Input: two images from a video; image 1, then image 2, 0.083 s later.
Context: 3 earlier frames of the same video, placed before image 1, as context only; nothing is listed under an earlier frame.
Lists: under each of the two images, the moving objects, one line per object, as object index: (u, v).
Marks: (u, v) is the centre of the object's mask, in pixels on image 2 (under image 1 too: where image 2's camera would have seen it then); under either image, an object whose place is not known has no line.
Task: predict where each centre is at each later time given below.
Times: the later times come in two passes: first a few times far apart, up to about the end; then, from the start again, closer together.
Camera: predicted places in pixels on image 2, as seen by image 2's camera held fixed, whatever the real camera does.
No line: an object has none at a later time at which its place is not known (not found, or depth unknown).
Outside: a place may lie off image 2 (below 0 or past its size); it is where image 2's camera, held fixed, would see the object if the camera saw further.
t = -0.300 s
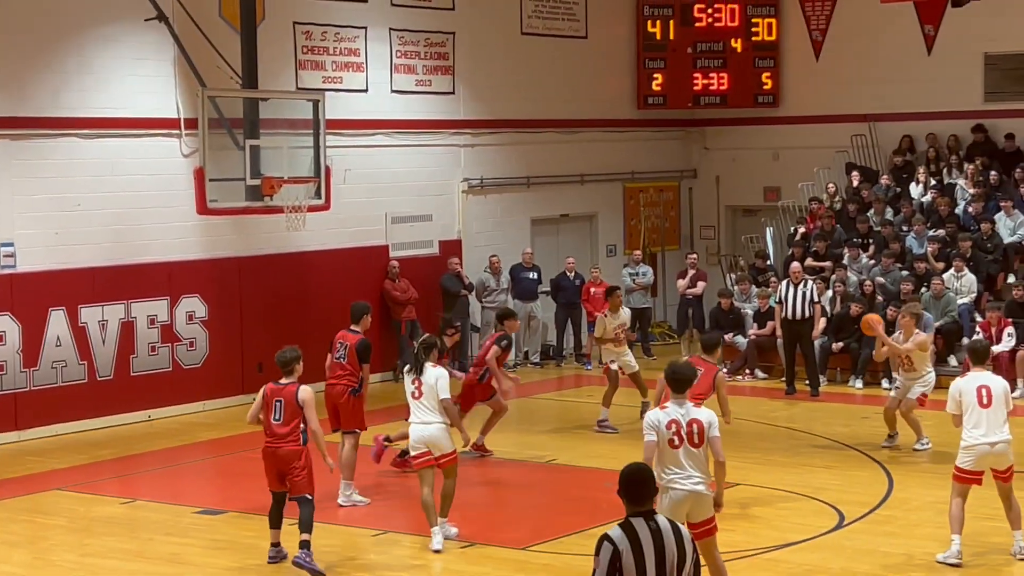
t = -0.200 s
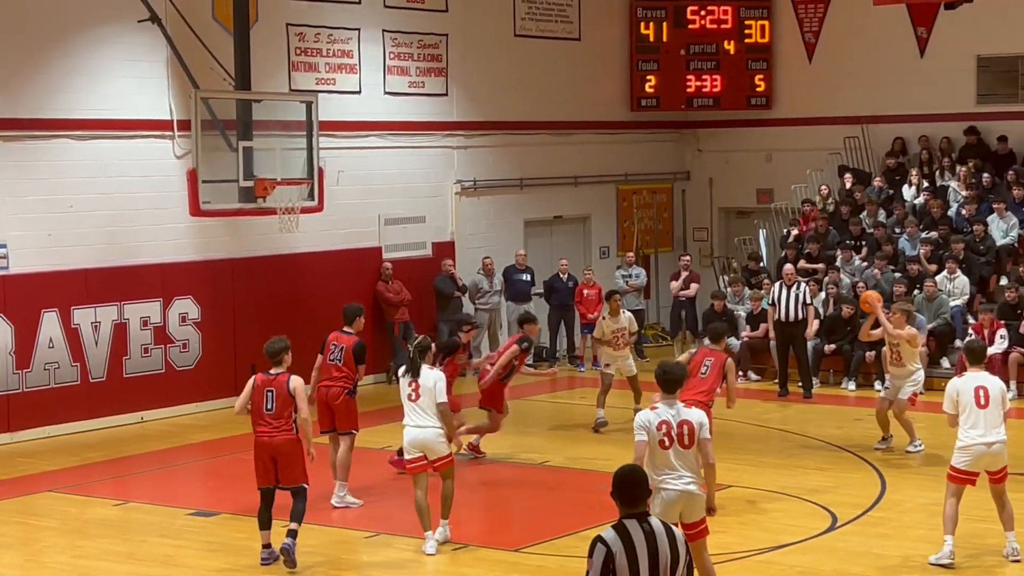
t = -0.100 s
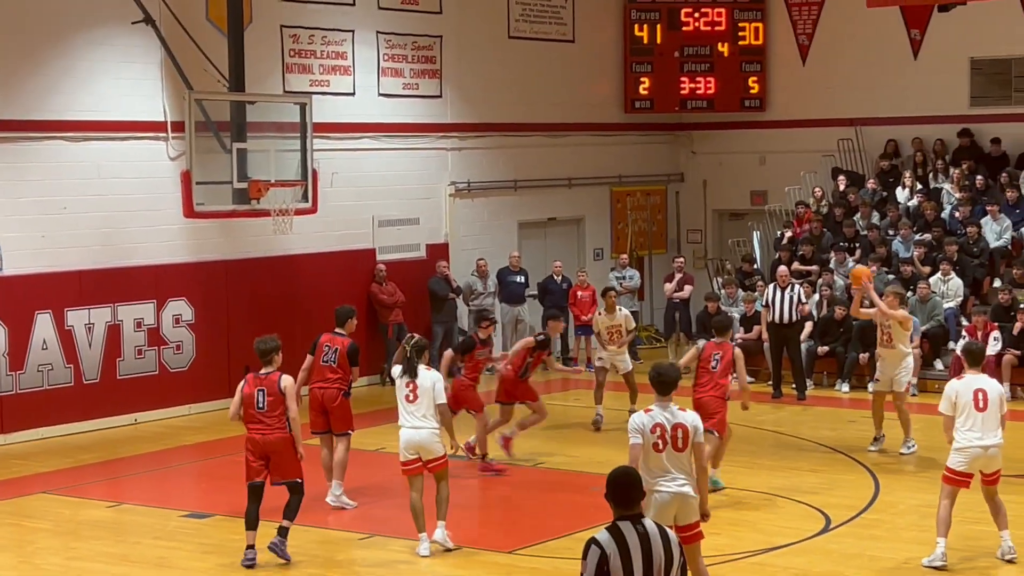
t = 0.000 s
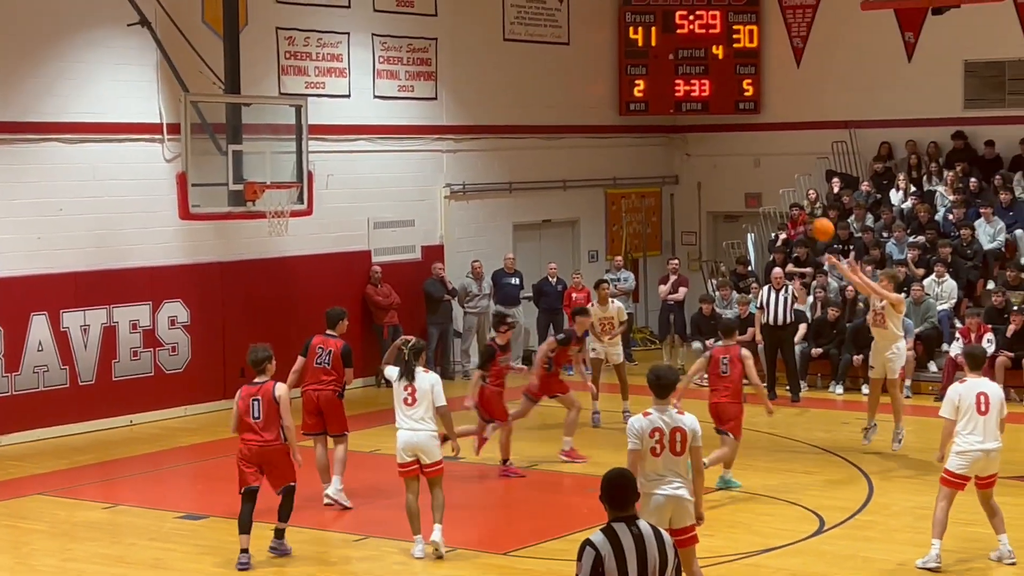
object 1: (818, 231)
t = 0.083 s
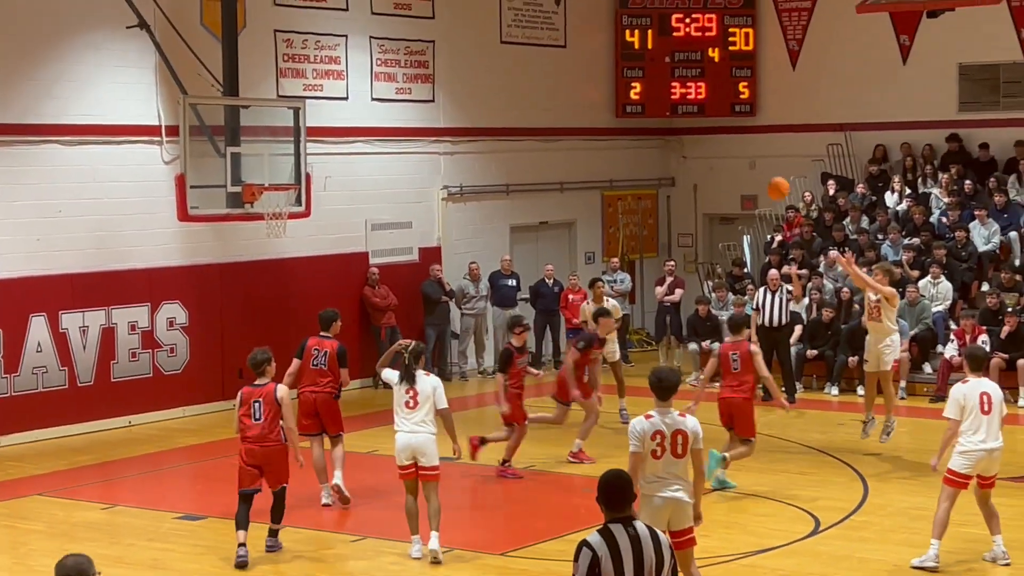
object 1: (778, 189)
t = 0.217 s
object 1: (714, 134)
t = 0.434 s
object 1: (612, 74)
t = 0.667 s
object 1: (502, 57)
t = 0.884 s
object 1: (400, 86)
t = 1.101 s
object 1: (298, 156)
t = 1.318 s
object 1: (290, 211)
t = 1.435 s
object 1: (301, 218)
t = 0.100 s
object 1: (770, 181)
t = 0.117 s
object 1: (763, 173)
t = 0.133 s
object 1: (754, 165)
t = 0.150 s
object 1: (747, 158)
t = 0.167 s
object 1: (739, 152)
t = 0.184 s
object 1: (731, 145)
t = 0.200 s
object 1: (723, 139)
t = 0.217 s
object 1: (714, 134)
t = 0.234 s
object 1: (707, 127)
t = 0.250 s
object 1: (698, 121)
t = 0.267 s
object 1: (691, 116)
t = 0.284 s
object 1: (683, 111)
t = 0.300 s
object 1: (675, 106)
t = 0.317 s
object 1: (667, 101)
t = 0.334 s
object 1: (659, 96)
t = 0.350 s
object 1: (651, 92)
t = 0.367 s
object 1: (643, 88)
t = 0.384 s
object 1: (636, 84)
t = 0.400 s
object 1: (628, 80)
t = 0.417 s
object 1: (620, 77)
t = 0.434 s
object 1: (612, 74)
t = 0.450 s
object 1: (604, 71)
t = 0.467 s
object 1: (596, 68)
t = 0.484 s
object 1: (588, 66)
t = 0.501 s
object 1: (581, 63)
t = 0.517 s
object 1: (573, 62)
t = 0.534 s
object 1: (565, 60)
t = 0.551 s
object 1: (557, 59)
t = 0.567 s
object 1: (549, 58)
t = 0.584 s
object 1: (542, 57)
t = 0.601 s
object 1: (534, 56)
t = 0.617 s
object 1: (526, 56)
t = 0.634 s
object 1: (518, 56)
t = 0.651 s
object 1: (510, 56)
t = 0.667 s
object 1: (502, 57)
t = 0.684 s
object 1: (494, 57)
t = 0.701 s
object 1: (487, 59)
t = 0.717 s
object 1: (479, 60)
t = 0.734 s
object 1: (471, 62)
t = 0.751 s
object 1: (463, 63)
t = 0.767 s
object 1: (455, 65)
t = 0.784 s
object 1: (448, 67)
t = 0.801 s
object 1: (440, 69)
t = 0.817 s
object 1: (433, 73)
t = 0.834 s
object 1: (424, 75)
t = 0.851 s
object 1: (416, 78)
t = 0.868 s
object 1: (408, 83)
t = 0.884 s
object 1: (400, 86)
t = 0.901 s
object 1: (392, 90)
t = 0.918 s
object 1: (384, 94)
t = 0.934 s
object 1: (377, 98)
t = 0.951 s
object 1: (369, 102)
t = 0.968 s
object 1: (361, 107)
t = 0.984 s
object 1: (353, 113)
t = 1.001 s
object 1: (345, 118)
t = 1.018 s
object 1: (337, 124)
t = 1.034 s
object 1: (329, 130)
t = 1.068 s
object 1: (314, 143)
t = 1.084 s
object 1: (307, 150)
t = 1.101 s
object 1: (298, 156)
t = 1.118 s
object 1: (290, 163)
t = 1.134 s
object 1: (283, 171)
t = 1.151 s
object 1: (274, 179)
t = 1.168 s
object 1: (268, 184)
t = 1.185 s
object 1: (270, 188)
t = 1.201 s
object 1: (271, 191)
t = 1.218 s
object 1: (272, 195)
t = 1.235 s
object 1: (274, 196)
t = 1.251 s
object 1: (277, 199)
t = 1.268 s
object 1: (281, 204)
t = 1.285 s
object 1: (285, 208)
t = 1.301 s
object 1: (288, 208)
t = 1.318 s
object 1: (290, 211)
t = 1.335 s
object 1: (293, 212)
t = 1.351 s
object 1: (296, 213)
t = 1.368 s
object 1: (297, 213)
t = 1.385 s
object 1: (298, 214)
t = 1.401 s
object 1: (300, 215)
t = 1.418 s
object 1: (300, 216)
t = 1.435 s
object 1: (301, 218)
